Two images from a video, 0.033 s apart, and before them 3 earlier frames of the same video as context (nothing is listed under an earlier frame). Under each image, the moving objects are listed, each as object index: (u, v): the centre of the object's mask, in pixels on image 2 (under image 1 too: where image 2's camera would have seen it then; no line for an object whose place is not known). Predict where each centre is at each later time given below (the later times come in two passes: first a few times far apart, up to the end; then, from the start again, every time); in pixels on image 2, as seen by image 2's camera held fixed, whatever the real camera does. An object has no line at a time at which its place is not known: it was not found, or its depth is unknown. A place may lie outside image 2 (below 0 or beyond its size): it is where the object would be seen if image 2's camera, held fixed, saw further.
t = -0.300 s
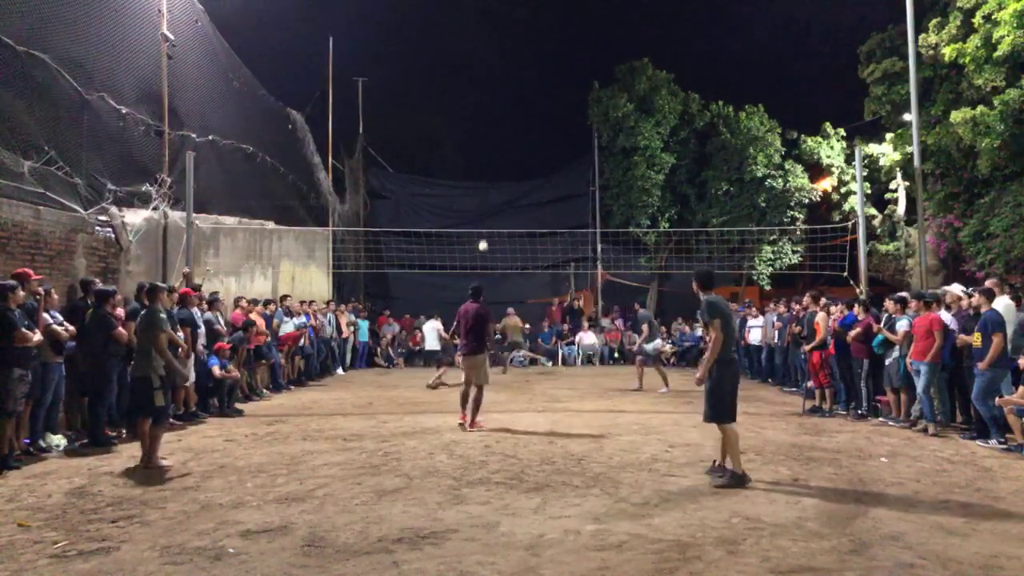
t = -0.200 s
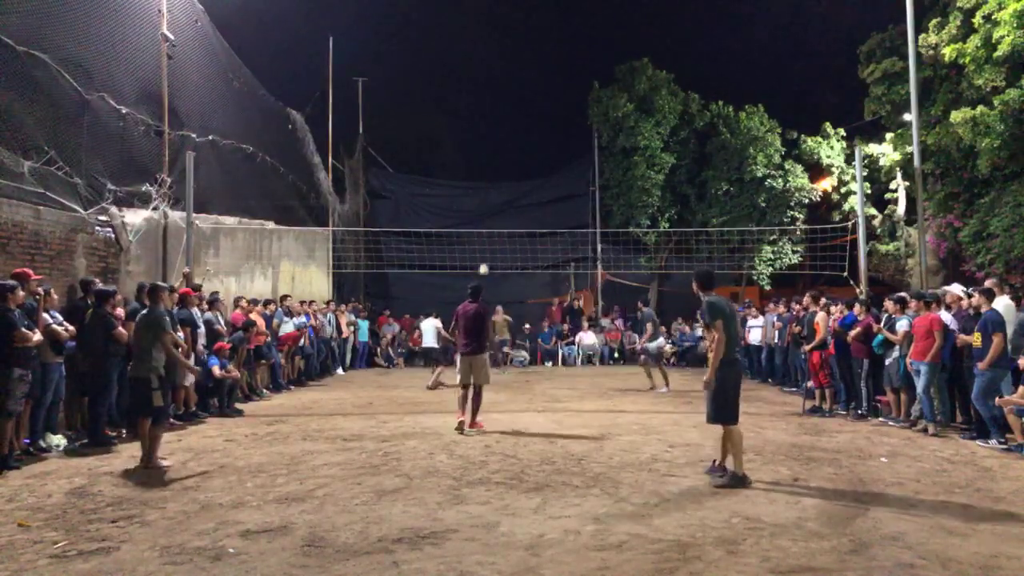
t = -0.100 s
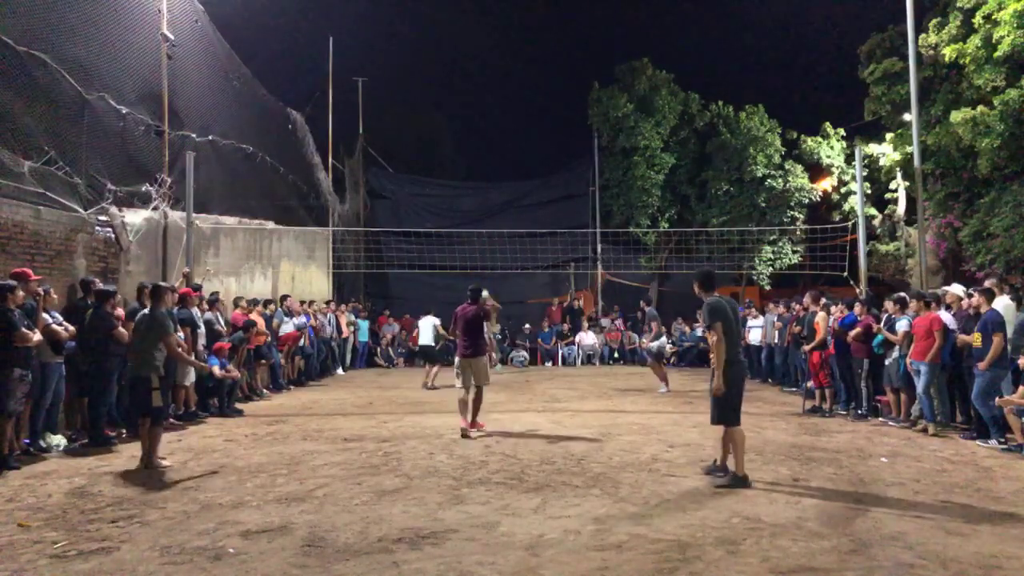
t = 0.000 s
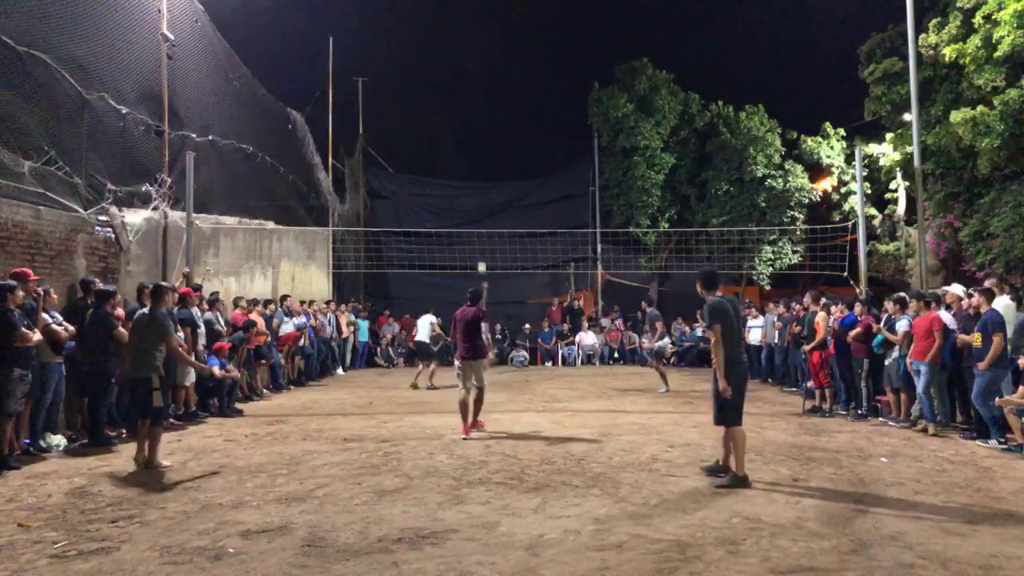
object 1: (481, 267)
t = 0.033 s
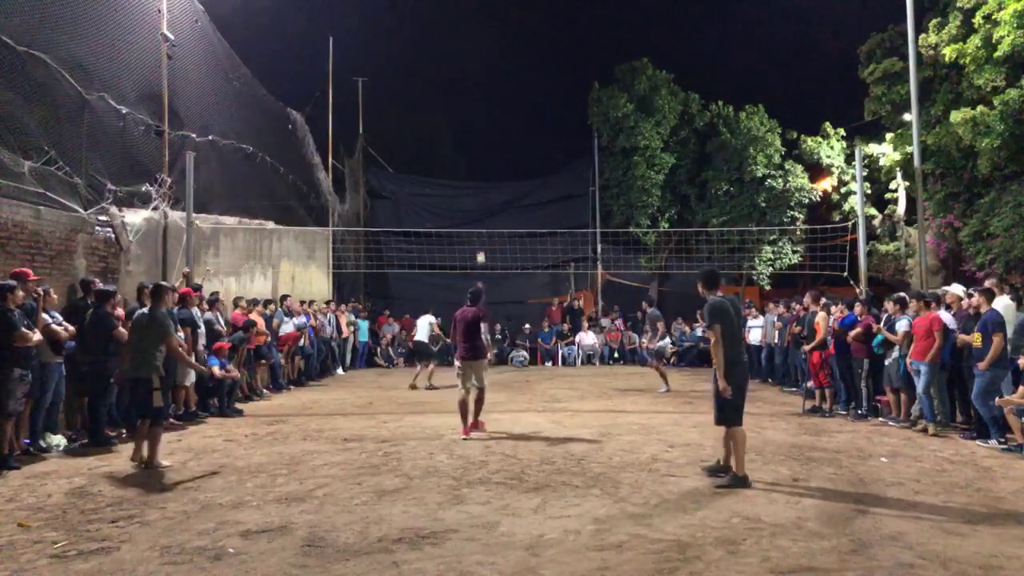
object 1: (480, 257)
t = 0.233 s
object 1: (474, 206)
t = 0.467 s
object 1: (466, 167)
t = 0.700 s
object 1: (458, 150)
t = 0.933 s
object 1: (449, 160)
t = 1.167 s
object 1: (440, 199)
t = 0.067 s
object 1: (479, 248)
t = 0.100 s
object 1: (478, 239)
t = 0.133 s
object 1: (477, 230)
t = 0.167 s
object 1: (476, 222)
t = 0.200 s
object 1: (475, 214)
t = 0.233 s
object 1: (474, 206)
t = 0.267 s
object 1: (473, 200)
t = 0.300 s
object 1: (472, 193)
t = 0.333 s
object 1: (471, 187)
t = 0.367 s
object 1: (469, 181)
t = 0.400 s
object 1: (468, 176)
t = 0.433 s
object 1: (467, 171)
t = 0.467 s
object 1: (466, 167)
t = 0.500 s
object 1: (465, 163)
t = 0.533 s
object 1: (463, 159)
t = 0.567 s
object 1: (462, 157)
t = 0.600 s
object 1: (461, 154)
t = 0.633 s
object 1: (460, 152)
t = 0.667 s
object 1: (459, 151)
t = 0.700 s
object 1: (458, 150)
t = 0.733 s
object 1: (457, 149)
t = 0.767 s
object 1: (455, 149)
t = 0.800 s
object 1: (454, 150)
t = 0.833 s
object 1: (453, 152)
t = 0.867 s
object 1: (452, 154)
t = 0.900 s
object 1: (450, 156)
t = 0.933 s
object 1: (449, 160)
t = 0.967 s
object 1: (448, 163)
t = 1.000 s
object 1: (447, 167)
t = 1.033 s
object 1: (445, 172)
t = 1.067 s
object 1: (444, 178)
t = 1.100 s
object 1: (443, 184)
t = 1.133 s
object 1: (441, 191)
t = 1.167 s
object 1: (440, 199)
